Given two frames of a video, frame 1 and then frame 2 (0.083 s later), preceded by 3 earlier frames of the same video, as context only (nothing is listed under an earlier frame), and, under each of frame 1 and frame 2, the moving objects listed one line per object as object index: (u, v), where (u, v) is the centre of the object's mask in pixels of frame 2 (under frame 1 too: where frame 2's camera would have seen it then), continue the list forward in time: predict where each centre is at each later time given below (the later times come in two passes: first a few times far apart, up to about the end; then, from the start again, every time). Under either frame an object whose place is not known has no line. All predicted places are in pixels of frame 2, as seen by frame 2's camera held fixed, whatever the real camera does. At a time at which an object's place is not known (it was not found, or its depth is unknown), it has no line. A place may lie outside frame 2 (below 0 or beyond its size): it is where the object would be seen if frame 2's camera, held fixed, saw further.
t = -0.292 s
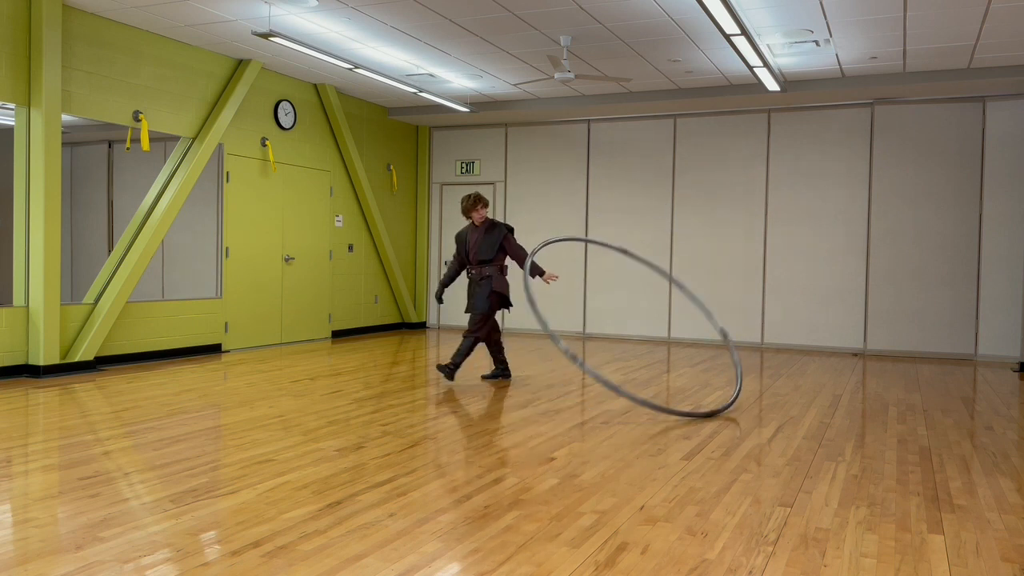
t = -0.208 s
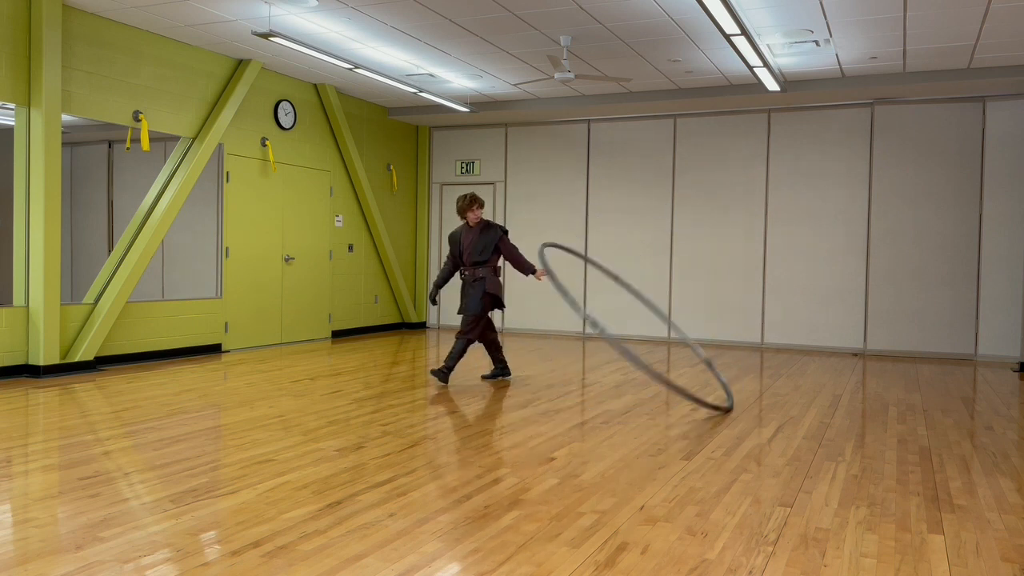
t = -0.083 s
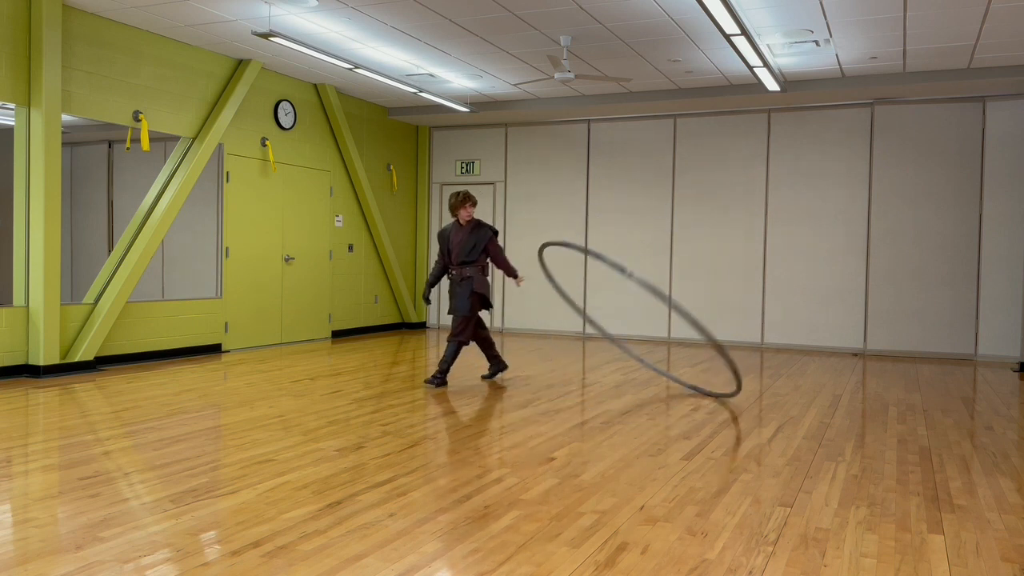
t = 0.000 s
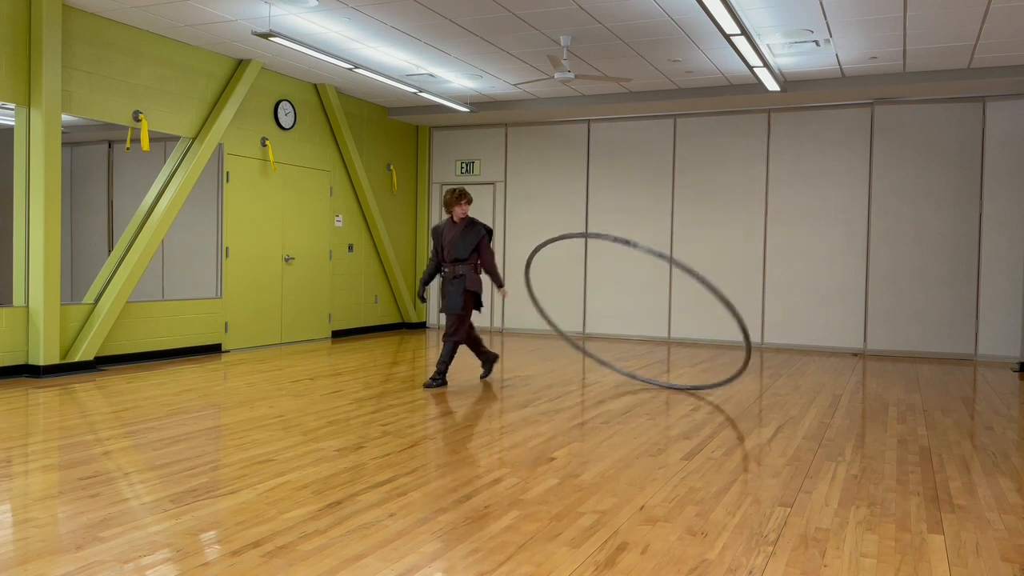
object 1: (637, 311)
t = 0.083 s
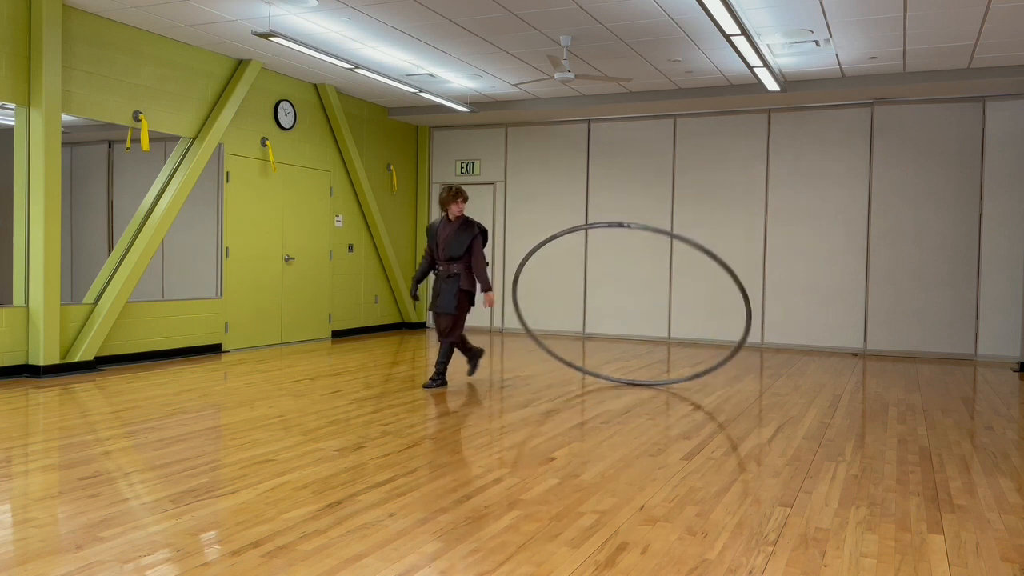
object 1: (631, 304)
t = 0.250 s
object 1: (614, 293)
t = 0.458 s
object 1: (597, 287)
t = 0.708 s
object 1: (596, 288)
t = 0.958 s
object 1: (606, 295)
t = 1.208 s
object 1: (612, 307)
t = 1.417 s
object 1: (612, 319)
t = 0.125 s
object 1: (627, 300)
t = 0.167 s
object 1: (623, 297)
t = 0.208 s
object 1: (618, 295)
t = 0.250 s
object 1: (614, 293)
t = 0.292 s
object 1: (609, 291)
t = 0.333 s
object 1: (605, 290)
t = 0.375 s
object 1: (602, 289)
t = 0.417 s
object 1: (599, 288)
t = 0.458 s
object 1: (597, 287)
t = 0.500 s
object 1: (595, 287)
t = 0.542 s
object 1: (594, 287)
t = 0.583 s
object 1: (594, 287)
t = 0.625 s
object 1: (593, 289)
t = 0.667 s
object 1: (595, 288)
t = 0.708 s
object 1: (596, 288)
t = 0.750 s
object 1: (598, 289)
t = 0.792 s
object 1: (599, 290)
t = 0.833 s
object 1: (601, 291)
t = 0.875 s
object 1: (603, 292)
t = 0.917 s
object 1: (604, 293)
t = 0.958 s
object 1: (606, 295)
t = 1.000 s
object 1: (608, 297)
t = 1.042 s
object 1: (609, 298)
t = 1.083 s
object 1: (610, 300)
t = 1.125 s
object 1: (611, 303)
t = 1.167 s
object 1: (612, 305)
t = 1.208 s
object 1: (612, 307)
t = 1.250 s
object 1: (612, 310)
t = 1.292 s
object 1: (612, 313)
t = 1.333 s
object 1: (612, 315)
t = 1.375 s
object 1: (612, 317)
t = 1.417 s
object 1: (612, 319)
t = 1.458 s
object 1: (612, 320)
